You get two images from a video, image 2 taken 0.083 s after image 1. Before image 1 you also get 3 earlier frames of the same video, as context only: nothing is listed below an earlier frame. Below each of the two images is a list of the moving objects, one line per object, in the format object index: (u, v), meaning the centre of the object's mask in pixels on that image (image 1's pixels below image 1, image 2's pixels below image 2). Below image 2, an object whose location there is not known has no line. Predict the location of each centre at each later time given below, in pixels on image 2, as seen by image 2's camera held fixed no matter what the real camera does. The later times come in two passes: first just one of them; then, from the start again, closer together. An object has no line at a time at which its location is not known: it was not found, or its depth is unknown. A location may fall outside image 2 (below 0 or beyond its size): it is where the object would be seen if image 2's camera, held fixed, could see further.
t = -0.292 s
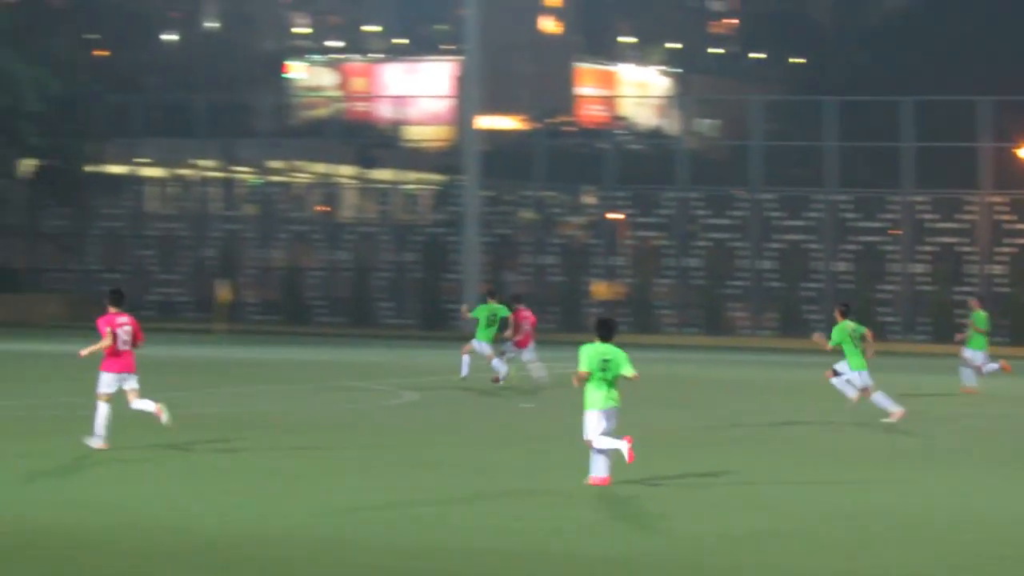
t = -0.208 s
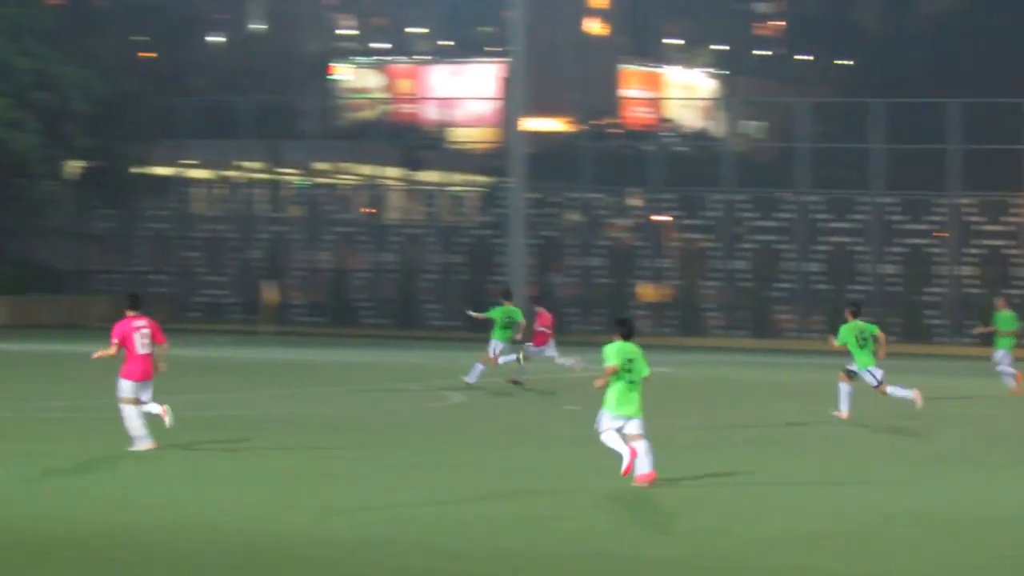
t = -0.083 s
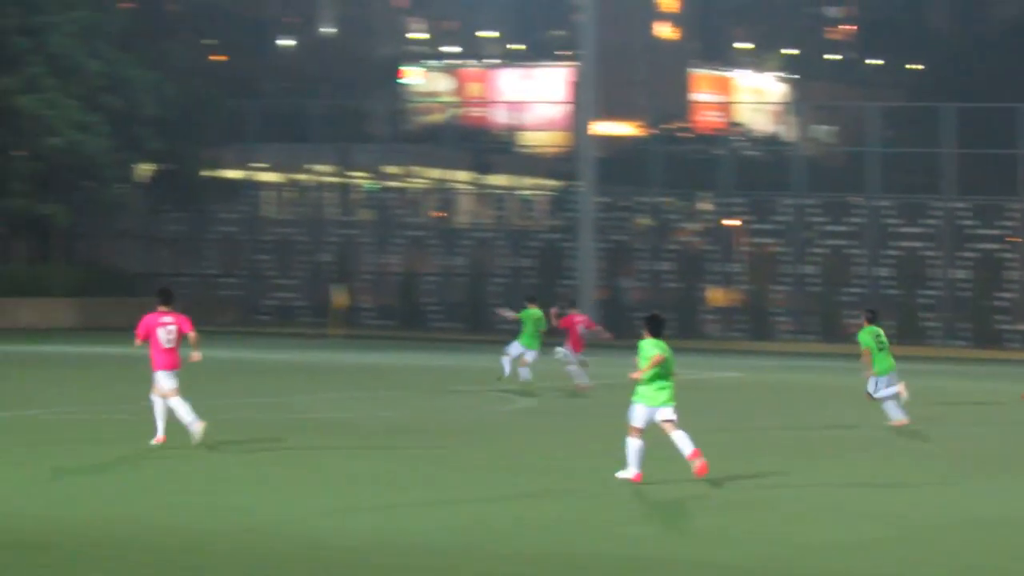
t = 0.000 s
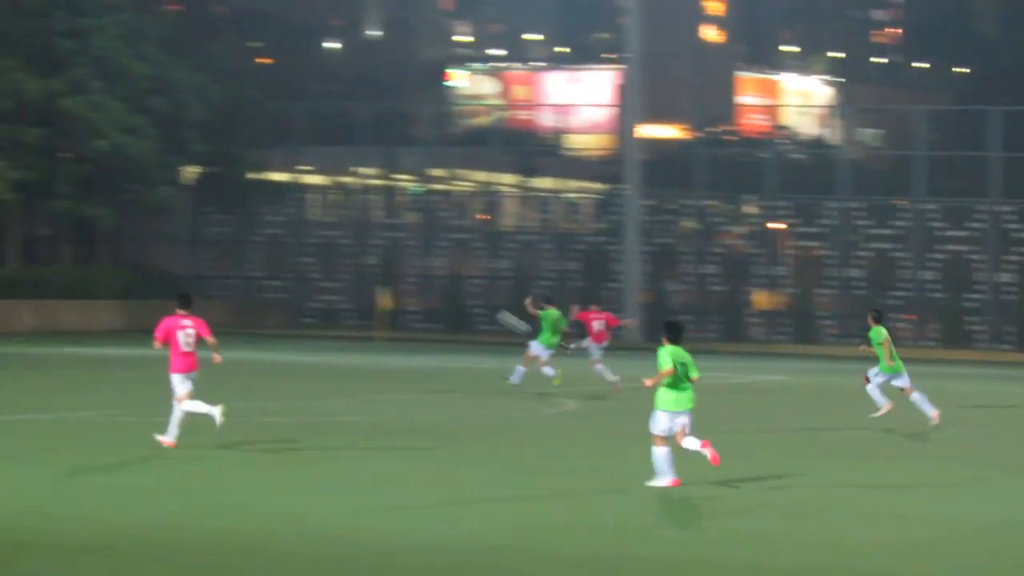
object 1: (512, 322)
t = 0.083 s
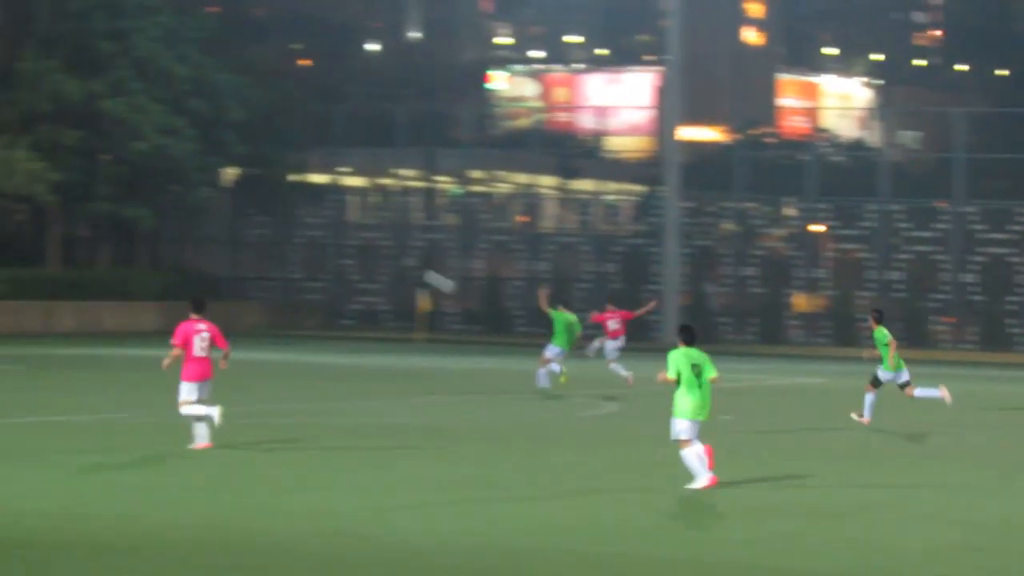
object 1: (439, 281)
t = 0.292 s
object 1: (163, 205)
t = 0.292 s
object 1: (163, 205)
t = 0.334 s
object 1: (109, 194)
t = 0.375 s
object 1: (67, 185)
